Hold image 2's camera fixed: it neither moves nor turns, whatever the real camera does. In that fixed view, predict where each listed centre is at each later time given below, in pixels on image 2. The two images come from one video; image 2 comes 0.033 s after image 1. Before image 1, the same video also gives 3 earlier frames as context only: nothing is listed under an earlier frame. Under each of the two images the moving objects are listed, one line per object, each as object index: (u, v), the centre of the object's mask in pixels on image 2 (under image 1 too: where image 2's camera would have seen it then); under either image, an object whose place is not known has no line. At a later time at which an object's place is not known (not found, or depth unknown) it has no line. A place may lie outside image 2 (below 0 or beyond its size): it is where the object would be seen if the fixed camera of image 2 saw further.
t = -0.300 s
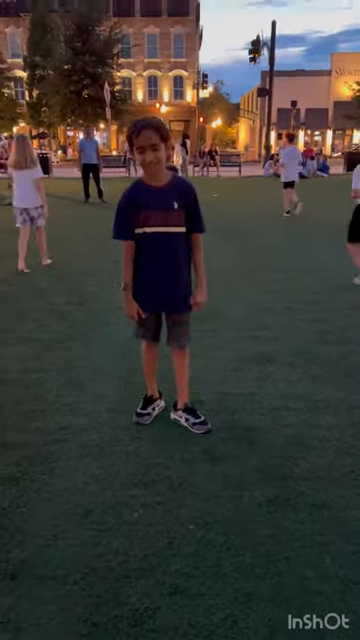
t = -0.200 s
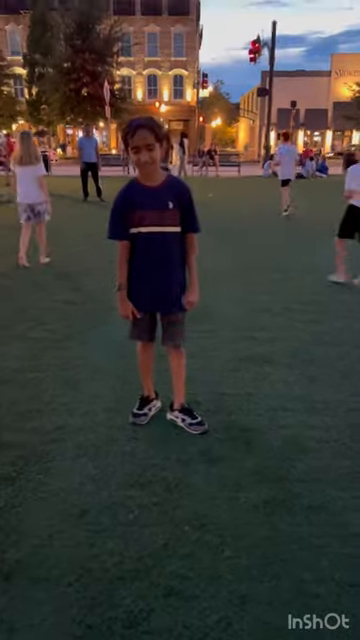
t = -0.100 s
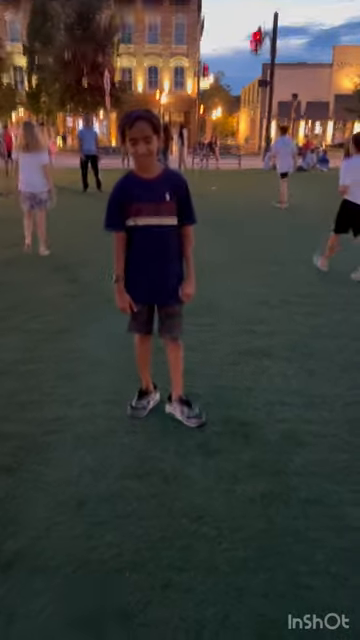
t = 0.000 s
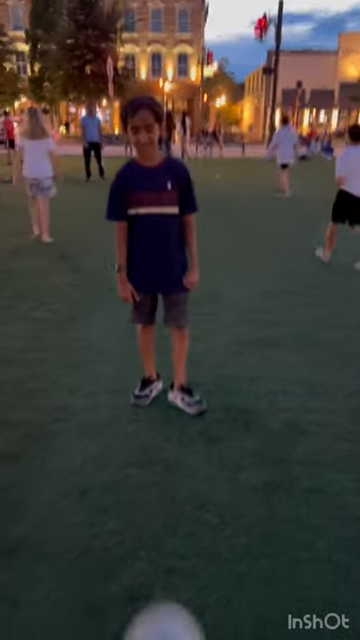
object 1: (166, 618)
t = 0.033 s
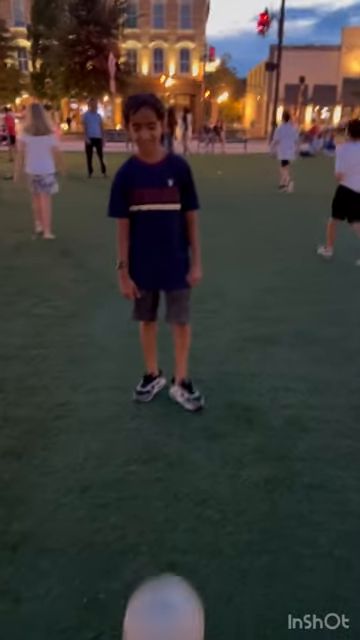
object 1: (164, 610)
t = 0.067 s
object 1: (161, 600)
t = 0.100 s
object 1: (160, 579)
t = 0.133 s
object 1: (159, 560)
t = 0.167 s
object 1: (158, 546)
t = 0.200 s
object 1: (158, 531)
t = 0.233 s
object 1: (157, 516)
